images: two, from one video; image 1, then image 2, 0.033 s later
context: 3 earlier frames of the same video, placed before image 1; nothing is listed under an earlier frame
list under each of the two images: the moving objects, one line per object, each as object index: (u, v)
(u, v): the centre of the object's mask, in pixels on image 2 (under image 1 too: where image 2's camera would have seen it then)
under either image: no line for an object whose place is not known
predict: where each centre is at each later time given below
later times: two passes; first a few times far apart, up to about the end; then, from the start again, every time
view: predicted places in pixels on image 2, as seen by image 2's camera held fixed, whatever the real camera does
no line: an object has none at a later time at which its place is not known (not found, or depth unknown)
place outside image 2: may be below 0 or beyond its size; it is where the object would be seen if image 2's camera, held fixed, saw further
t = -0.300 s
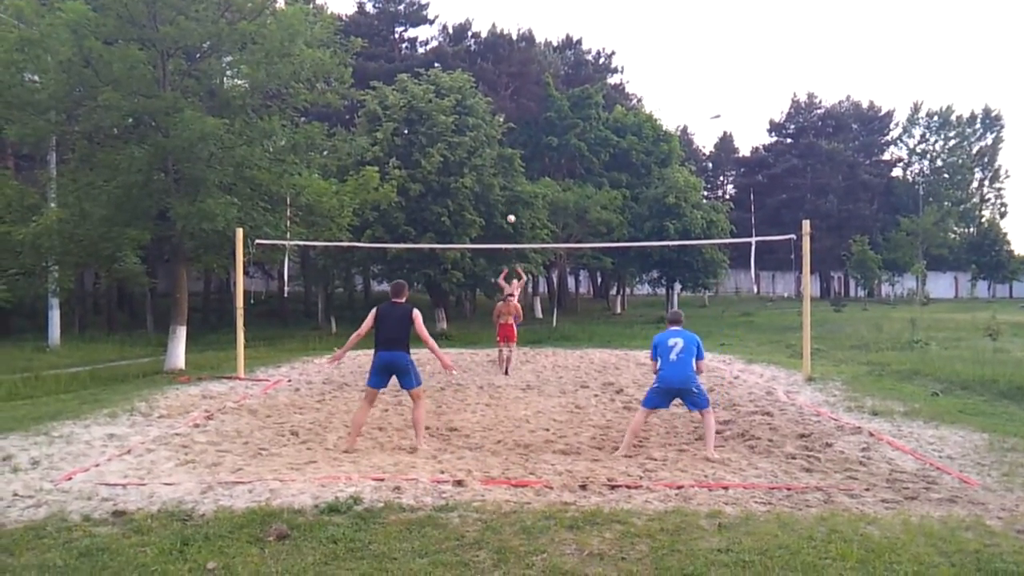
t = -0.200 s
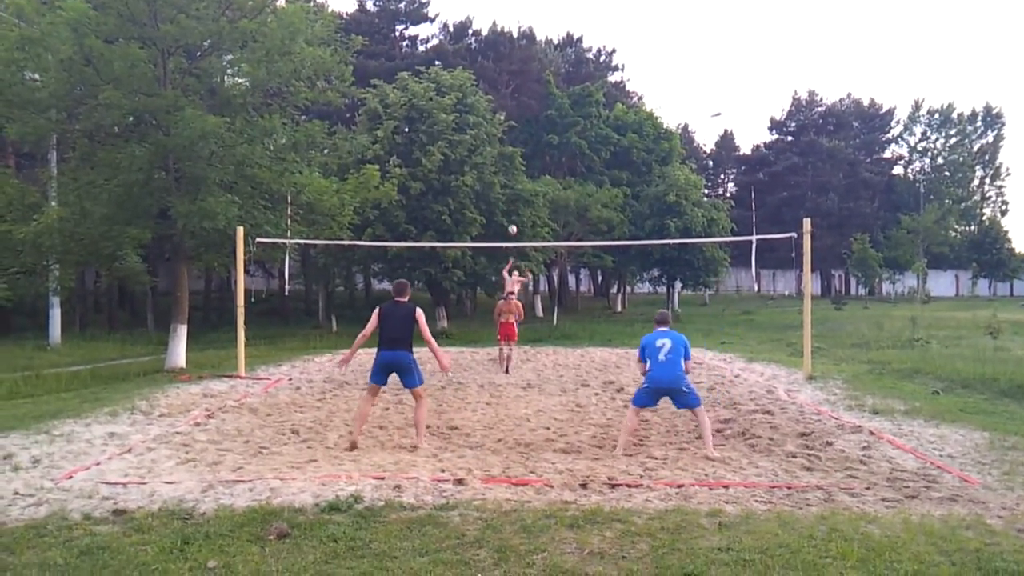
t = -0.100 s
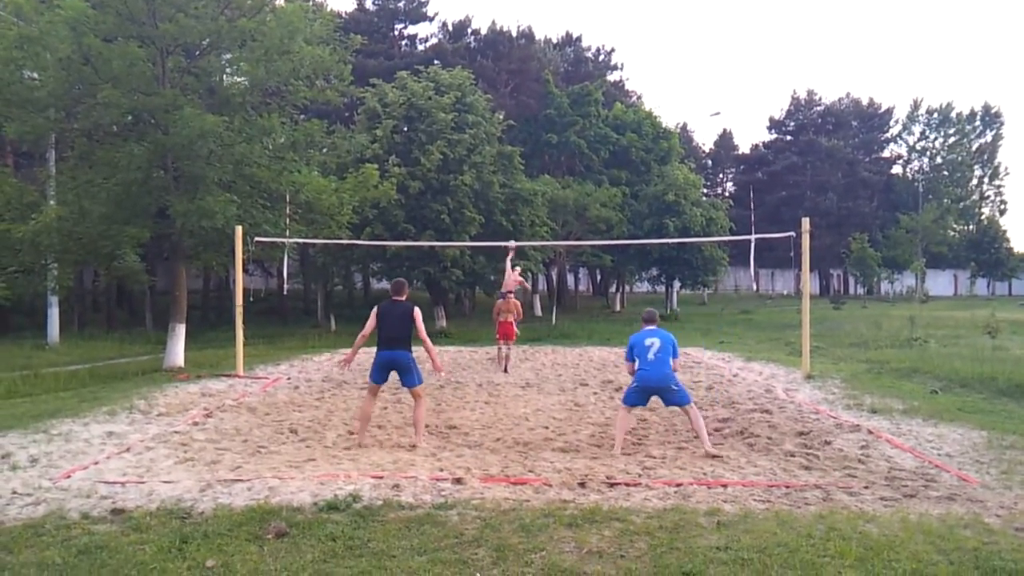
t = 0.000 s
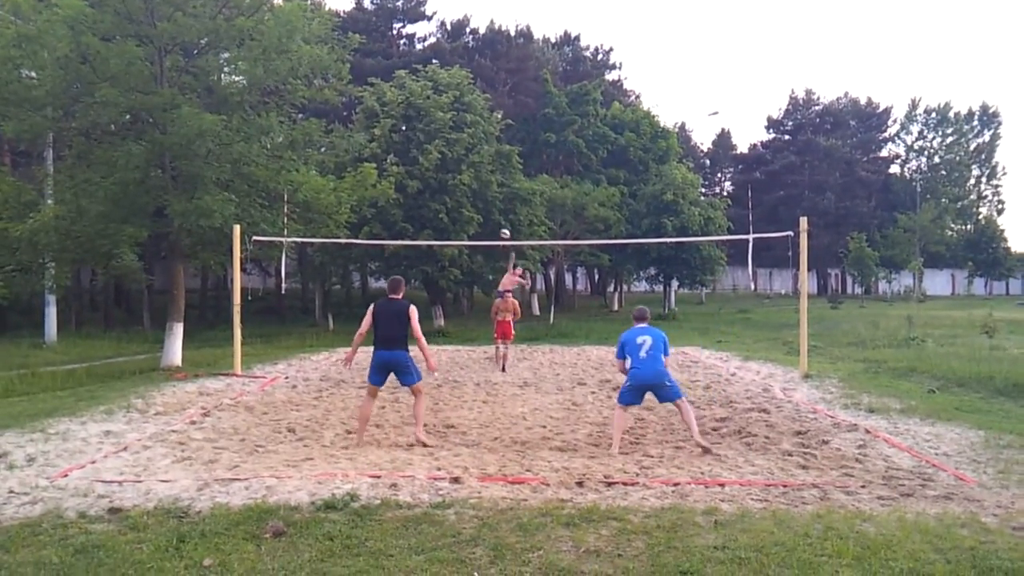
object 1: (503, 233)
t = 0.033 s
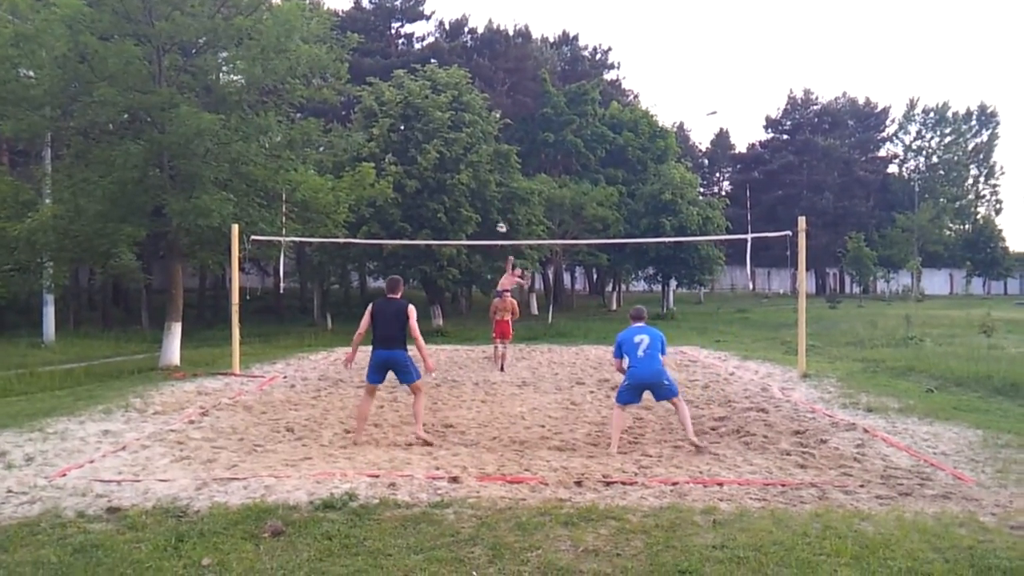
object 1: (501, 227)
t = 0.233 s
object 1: (484, 211)
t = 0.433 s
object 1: (461, 224)
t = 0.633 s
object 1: (426, 284)
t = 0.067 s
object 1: (498, 223)
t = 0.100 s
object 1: (496, 220)
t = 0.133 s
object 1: (494, 217)
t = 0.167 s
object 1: (491, 215)
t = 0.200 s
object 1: (487, 213)
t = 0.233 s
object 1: (484, 211)
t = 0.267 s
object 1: (481, 211)
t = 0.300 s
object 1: (478, 212)
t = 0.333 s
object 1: (474, 213)
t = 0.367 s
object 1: (469, 216)
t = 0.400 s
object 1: (465, 218)
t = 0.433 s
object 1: (461, 224)
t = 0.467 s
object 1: (456, 229)
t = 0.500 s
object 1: (451, 236)
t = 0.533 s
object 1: (445, 245)
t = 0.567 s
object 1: (439, 256)
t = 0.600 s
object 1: (433, 268)
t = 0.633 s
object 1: (426, 284)
